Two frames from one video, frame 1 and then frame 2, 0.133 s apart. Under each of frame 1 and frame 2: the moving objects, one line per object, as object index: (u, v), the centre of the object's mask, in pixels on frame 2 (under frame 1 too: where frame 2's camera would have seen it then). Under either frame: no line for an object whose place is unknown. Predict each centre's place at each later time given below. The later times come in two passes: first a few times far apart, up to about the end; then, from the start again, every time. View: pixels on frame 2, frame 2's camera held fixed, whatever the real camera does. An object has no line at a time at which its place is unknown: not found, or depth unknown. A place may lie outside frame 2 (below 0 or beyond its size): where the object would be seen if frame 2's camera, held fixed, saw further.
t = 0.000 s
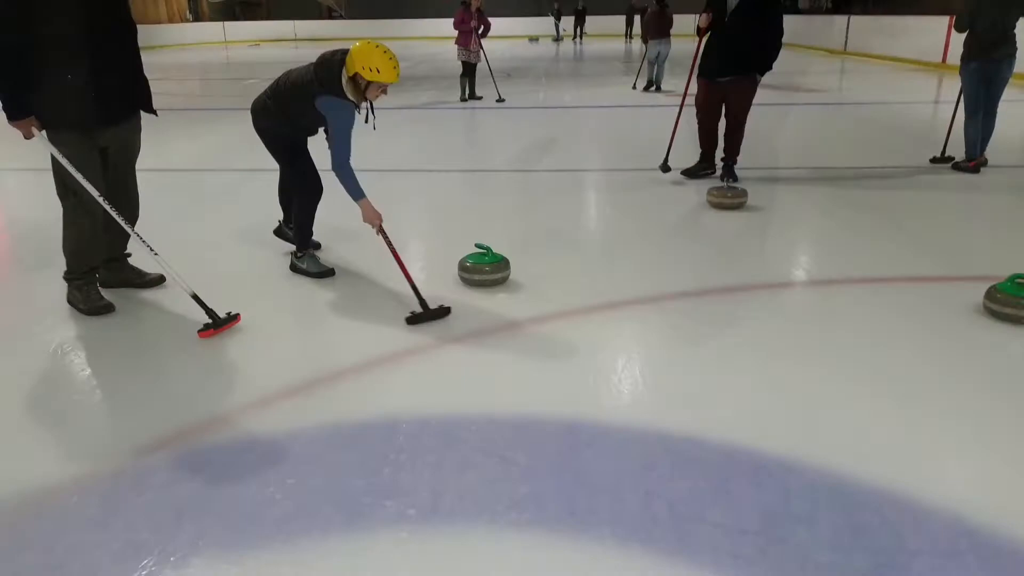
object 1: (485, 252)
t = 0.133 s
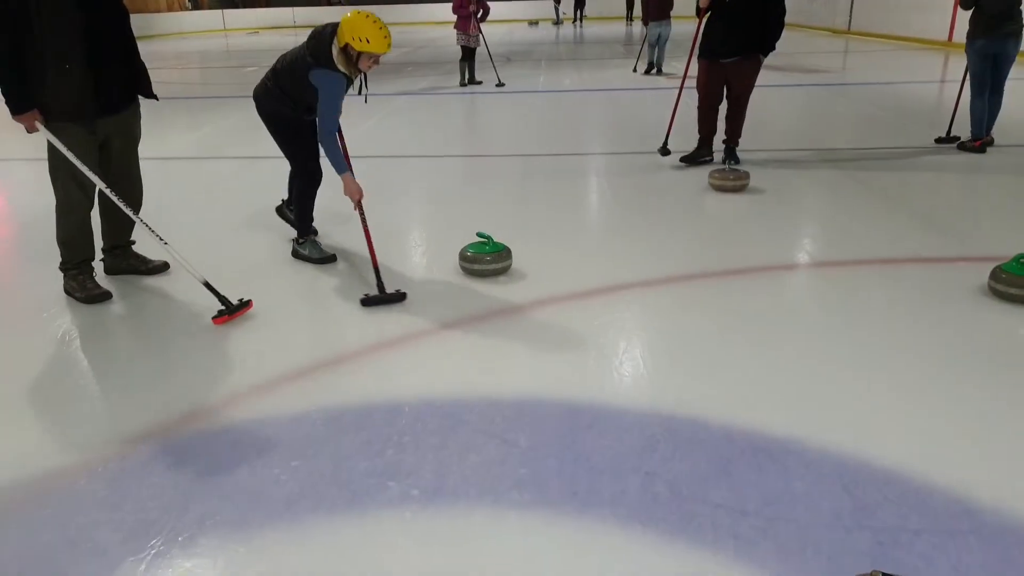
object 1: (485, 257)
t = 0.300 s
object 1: (485, 263)
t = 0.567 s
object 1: (482, 272)
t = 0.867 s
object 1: (477, 281)
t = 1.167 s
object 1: (475, 288)
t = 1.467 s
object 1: (473, 292)
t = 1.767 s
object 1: (473, 295)
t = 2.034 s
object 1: (473, 295)
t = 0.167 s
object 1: (485, 258)
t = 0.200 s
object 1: (485, 260)
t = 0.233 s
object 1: (485, 261)
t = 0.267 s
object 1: (485, 262)
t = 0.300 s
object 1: (485, 263)
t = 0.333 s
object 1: (485, 264)
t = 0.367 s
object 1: (485, 265)
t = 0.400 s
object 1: (485, 266)
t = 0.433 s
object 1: (484, 267)
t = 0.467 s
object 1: (484, 269)
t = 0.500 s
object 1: (483, 270)
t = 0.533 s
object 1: (483, 271)
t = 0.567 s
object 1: (482, 272)
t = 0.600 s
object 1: (481, 273)
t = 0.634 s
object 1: (481, 274)
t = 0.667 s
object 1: (480, 275)
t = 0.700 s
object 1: (480, 276)
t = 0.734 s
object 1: (479, 277)
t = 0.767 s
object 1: (479, 278)
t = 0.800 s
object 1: (479, 279)
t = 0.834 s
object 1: (478, 280)
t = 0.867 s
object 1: (477, 281)
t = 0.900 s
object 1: (477, 282)
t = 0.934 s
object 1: (477, 282)
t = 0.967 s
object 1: (476, 283)
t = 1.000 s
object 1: (476, 284)
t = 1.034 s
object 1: (476, 285)
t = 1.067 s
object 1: (476, 285)
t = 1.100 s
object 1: (475, 286)
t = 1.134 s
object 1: (475, 287)
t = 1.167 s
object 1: (475, 288)
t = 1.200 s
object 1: (475, 288)
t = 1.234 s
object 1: (474, 289)
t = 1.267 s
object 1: (474, 289)
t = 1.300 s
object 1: (474, 290)
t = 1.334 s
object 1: (474, 290)
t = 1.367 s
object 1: (474, 291)
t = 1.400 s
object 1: (473, 291)
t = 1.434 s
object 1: (473, 292)
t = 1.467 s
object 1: (473, 292)
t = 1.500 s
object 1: (473, 293)
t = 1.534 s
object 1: (473, 293)
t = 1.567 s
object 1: (473, 293)
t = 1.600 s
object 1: (472, 294)
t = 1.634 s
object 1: (473, 294)
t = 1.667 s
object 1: (473, 294)
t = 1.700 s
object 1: (473, 295)
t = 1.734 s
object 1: (473, 295)
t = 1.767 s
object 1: (473, 295)
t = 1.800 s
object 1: (473, 295)
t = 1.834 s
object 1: (473, 295)
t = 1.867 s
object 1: (473, 295)
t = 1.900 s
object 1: (473, 295)
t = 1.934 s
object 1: (473, 295)
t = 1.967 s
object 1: (473, 295)
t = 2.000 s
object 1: (473, 295)
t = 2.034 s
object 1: (473, 295)
